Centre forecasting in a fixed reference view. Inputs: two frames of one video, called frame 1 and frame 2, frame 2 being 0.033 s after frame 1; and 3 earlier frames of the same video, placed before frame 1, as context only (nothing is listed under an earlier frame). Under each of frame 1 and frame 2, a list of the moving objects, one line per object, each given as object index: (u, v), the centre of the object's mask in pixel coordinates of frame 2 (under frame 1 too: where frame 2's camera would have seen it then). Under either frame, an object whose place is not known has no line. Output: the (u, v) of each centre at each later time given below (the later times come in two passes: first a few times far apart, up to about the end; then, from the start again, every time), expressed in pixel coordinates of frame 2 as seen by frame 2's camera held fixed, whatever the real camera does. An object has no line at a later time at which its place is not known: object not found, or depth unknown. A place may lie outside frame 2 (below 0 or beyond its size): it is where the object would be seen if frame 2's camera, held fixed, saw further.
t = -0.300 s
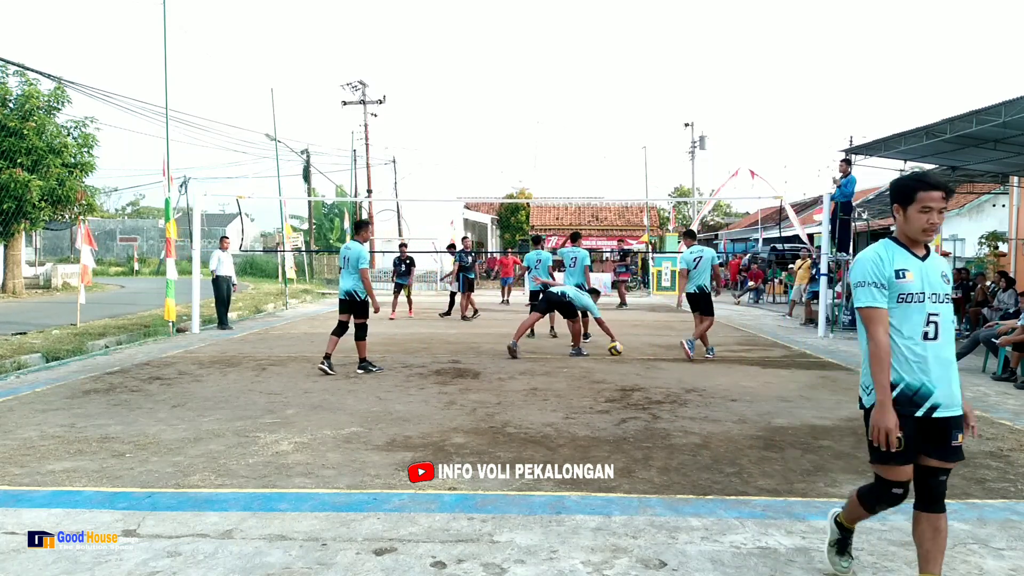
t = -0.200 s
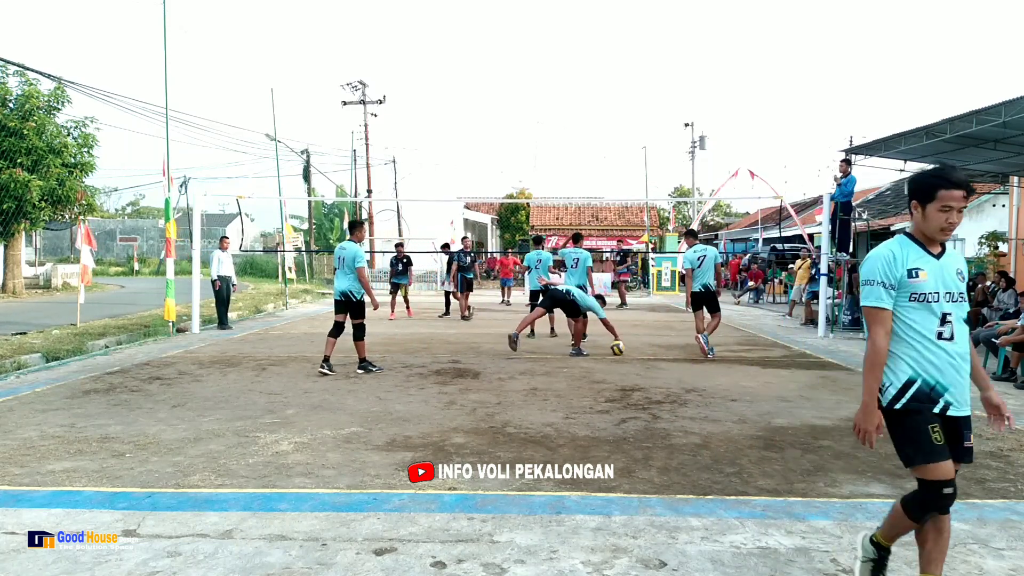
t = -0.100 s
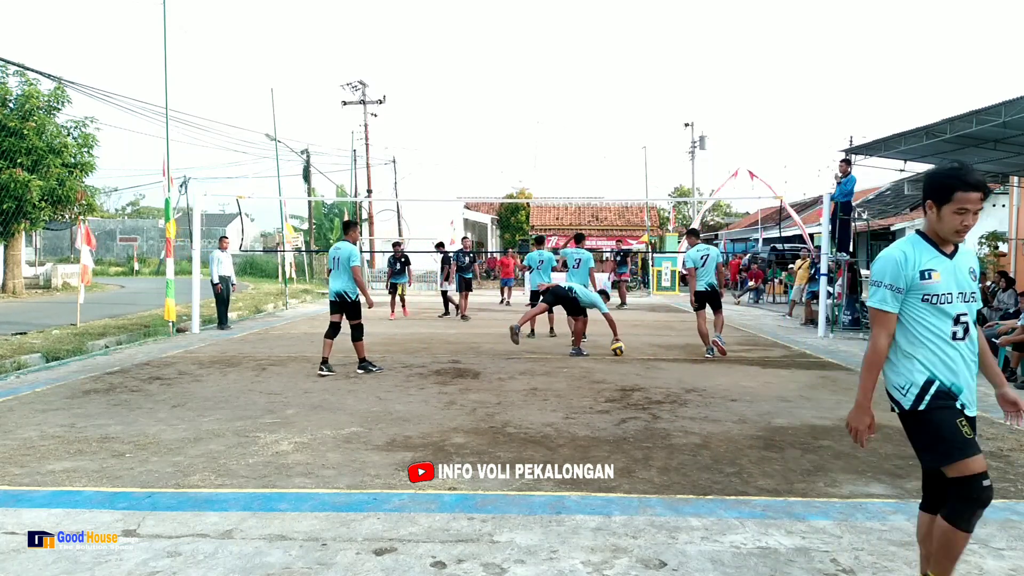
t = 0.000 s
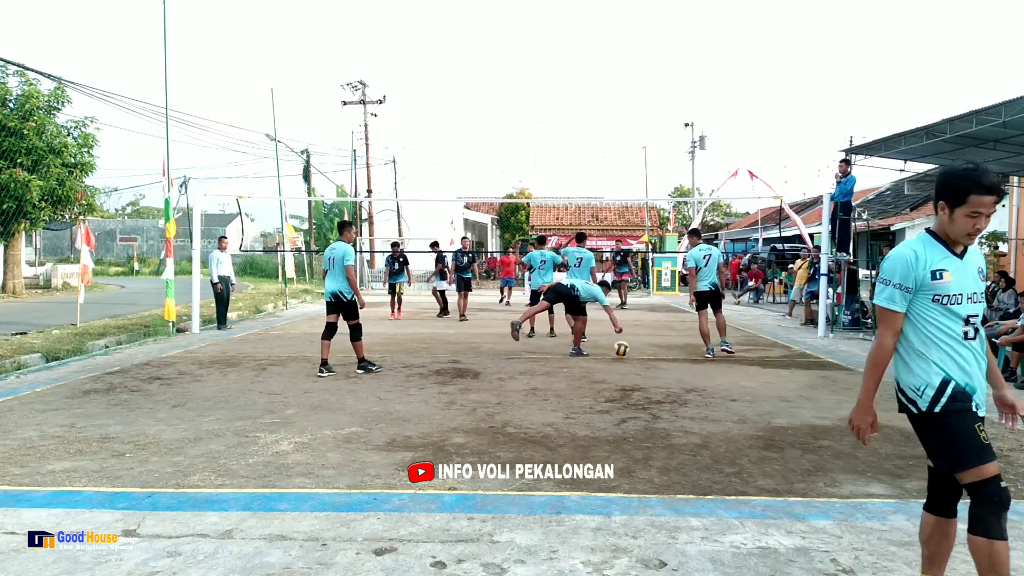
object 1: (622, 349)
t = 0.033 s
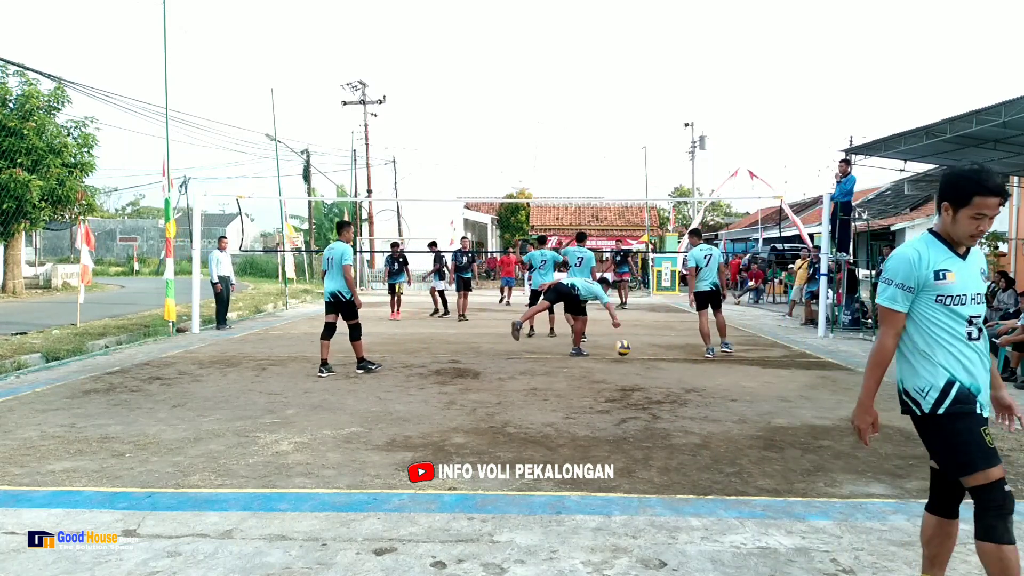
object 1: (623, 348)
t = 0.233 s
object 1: (632, 362)
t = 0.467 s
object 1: (645, 373)
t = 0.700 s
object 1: (660, 387)
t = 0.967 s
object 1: (684, 410)
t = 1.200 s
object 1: (708, 435)
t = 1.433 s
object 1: (741, 465)
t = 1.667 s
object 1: (785, 509)
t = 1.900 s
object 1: (848, 562)
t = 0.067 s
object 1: (624, 348)
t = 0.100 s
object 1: (625, 349)
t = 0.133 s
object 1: (627, 351)
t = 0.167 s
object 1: (629, 354)
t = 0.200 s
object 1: (630, 358)
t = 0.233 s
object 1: (632, 362)
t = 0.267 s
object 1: (634, 362)
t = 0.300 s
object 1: (635, 364)
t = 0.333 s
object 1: (637, 366)
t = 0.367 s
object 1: (639, 369)
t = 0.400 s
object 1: (641, 370)
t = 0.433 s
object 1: (642, 371)
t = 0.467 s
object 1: (645, 373)
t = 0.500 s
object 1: (647, 376)
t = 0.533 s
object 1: (649, 378)
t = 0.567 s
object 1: (651, 377)
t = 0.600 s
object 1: (653, 377)
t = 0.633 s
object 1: (656, 379)
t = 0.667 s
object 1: (658, 382)
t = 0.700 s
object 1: (660, 387)
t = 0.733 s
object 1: (663, 392)
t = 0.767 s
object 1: (666, 393)
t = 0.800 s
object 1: (669, 393)
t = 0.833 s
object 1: (672, 395)
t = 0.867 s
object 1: (675, 398)
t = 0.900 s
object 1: (678, 401)
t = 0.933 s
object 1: (681, 406)
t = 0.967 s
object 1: (684, 410)
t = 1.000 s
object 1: (688, 409)
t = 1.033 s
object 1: (691, 409)
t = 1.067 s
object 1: (694, 411)
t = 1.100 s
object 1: (697, 414)
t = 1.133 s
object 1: (701, 420)
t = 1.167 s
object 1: (705, 426)
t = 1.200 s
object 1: (708, 435)
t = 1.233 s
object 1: (713, 436)
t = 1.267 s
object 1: (717, 437)
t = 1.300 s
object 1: (721, 440)
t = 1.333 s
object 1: (726, 445)
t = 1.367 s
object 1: (731, 452)
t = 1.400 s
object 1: (736, 461)
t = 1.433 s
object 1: (741, 465)
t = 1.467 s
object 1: (747, 466)
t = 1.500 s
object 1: (753, 472)
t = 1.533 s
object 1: (758, 477)
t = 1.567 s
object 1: (765, 486)
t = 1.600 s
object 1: (771, 494)
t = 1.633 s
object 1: (778, 500)
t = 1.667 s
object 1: (785, 509)
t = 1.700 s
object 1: (793, 518)
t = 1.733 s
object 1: (801, 522)
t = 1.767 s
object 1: (809, 529)
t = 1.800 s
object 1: (818, 539)
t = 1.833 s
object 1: (828, 551)
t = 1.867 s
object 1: (838, 558)
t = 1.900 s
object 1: (848, 562)
